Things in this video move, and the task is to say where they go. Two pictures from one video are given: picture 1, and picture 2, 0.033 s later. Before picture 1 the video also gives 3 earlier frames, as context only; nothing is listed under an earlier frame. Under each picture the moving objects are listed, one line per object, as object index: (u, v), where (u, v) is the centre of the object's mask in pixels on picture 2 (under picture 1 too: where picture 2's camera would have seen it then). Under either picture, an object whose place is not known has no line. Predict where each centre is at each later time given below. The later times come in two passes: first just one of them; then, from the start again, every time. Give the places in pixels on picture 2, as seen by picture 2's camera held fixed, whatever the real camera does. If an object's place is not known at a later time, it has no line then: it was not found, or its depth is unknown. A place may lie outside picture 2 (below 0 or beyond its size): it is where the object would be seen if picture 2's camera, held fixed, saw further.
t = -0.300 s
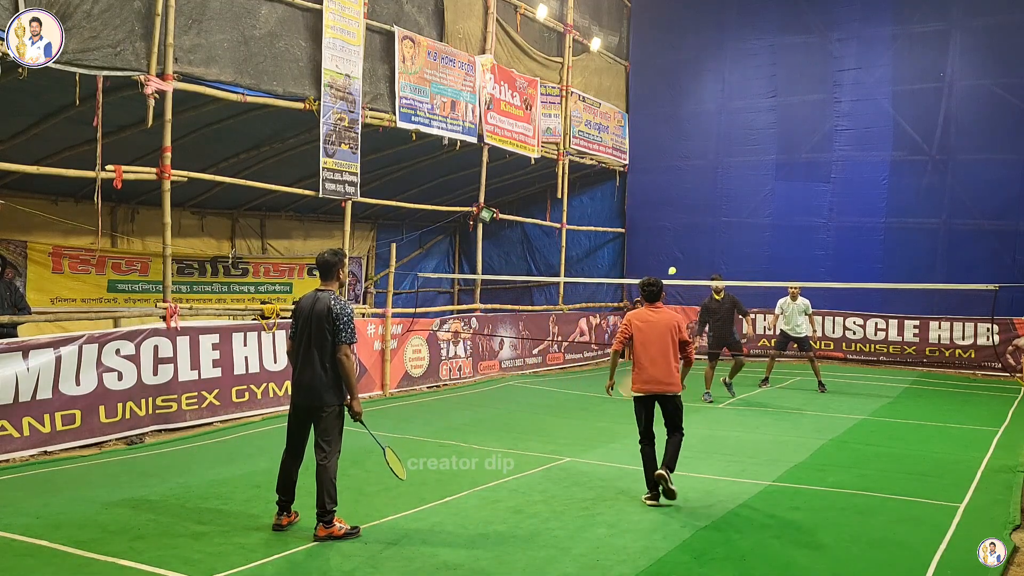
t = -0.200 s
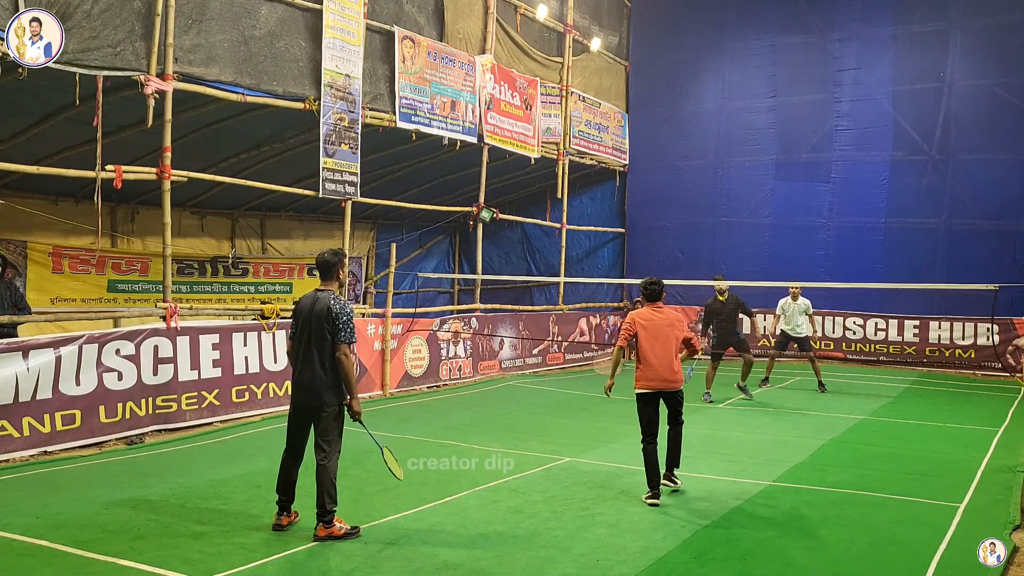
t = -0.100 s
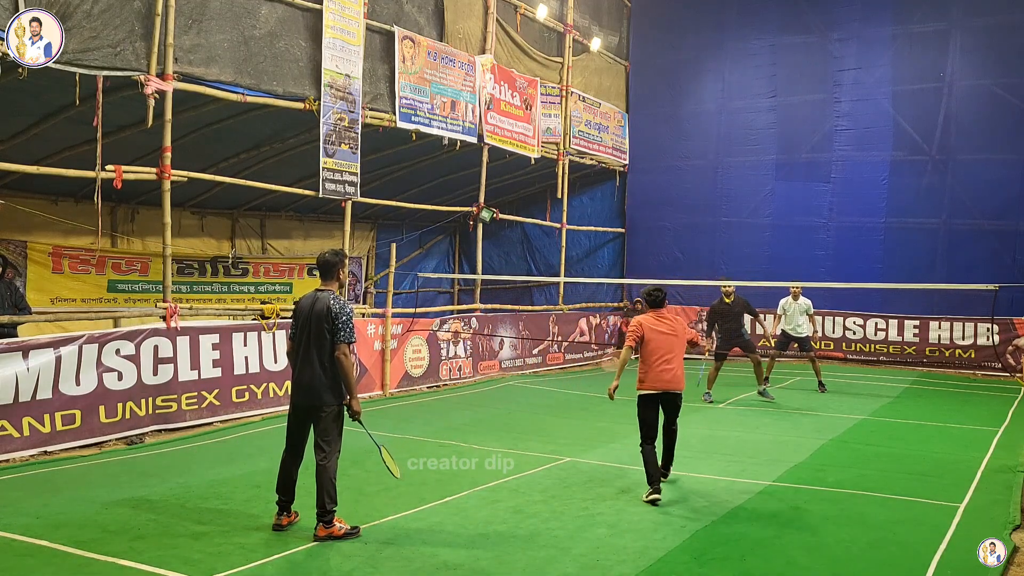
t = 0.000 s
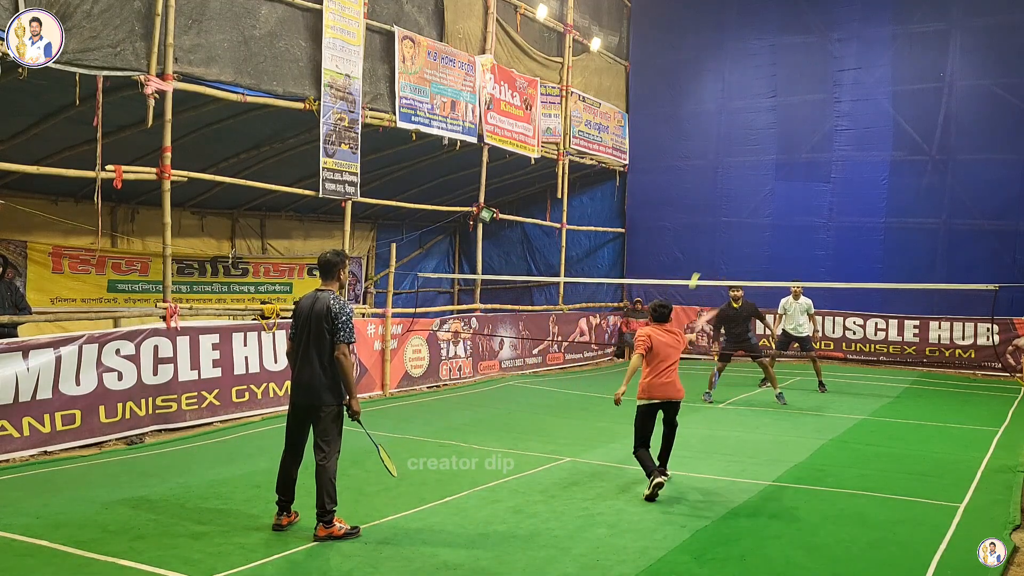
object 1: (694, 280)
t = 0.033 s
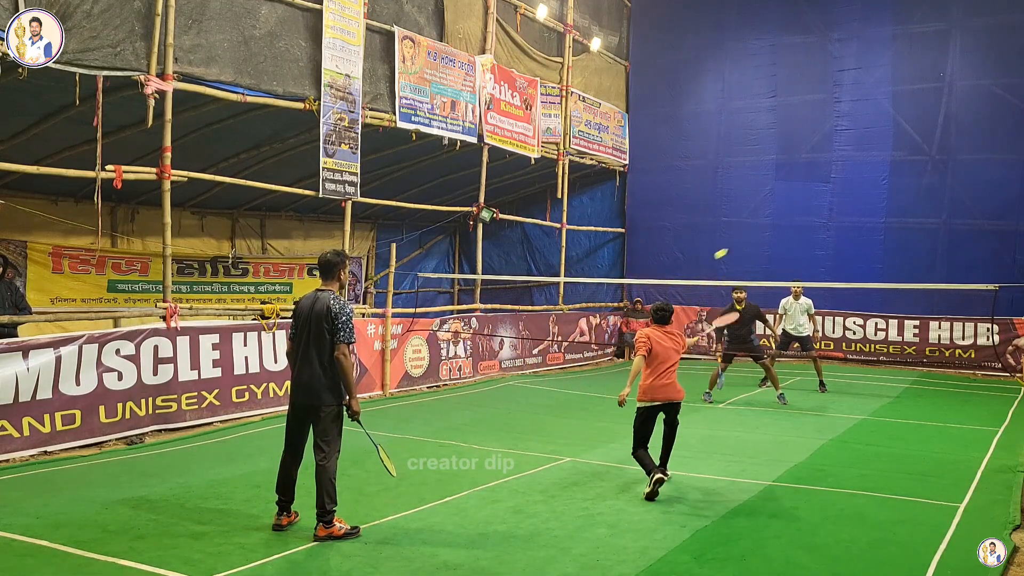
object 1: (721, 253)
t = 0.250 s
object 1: (816, 182)
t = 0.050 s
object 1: (734, 244)
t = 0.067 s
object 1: (745, 235)
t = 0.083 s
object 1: (753, 226)
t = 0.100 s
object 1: (761, 219)
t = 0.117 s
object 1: (769, 212)
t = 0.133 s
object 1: (777, 207)
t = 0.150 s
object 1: (783, 202)
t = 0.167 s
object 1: (790, 197)
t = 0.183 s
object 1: (796, 193)
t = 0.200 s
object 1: (801, 190)
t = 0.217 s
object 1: (806, 187)
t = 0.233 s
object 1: (811, 184)
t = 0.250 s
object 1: (816, 182)
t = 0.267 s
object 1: (820, 180)
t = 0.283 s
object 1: (824, 178)
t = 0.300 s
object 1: (828, 177)
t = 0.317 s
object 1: (832, 176)
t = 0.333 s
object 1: (835, 175)
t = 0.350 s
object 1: (839, 174)
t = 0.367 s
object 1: (842, 174)
